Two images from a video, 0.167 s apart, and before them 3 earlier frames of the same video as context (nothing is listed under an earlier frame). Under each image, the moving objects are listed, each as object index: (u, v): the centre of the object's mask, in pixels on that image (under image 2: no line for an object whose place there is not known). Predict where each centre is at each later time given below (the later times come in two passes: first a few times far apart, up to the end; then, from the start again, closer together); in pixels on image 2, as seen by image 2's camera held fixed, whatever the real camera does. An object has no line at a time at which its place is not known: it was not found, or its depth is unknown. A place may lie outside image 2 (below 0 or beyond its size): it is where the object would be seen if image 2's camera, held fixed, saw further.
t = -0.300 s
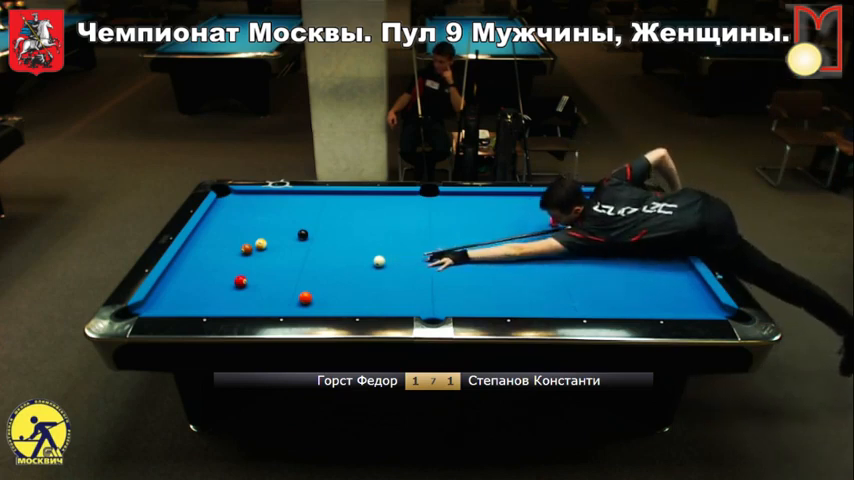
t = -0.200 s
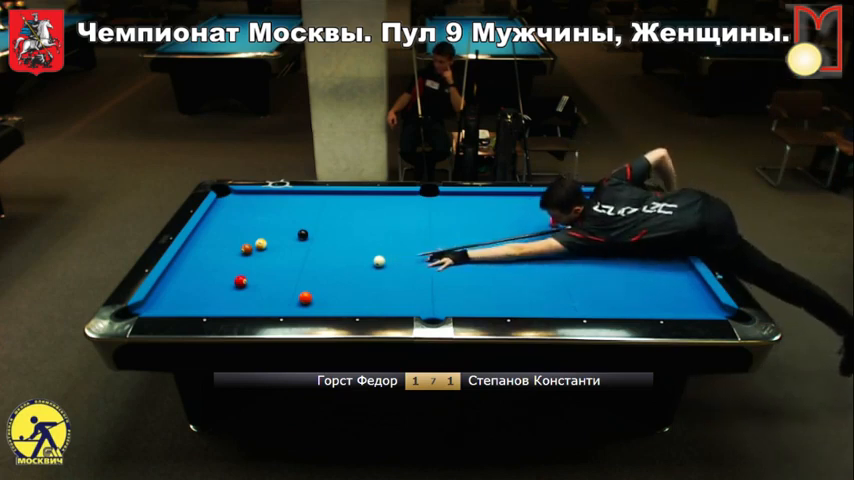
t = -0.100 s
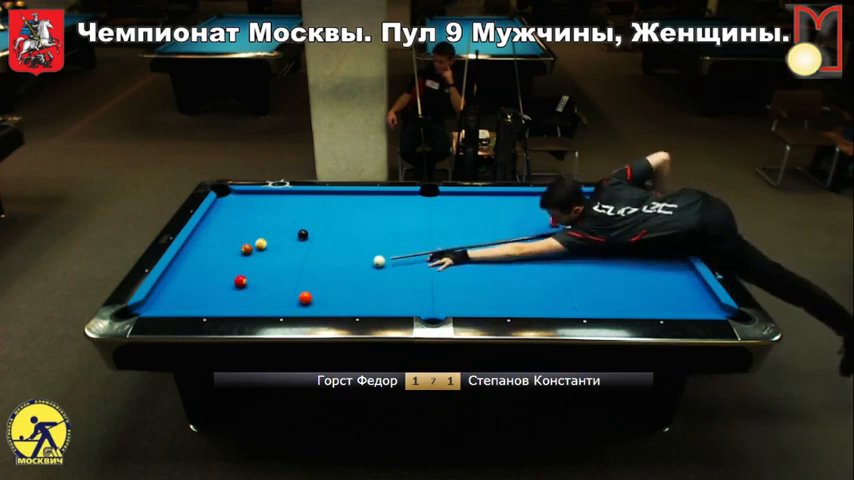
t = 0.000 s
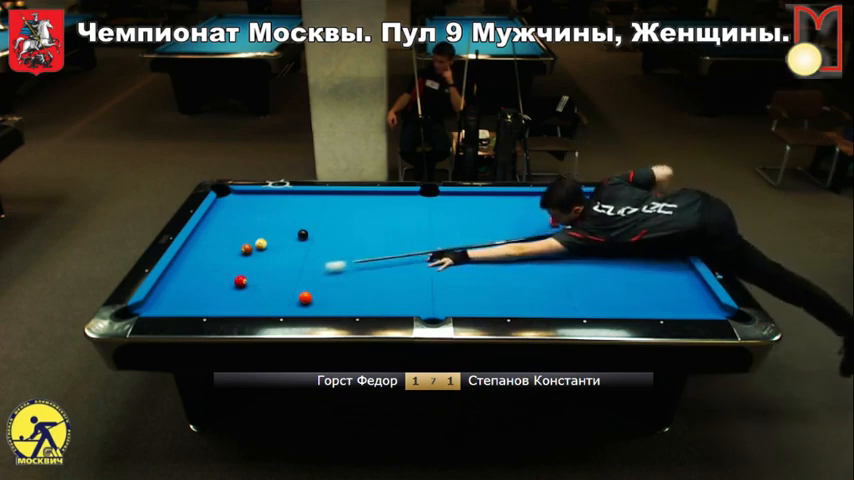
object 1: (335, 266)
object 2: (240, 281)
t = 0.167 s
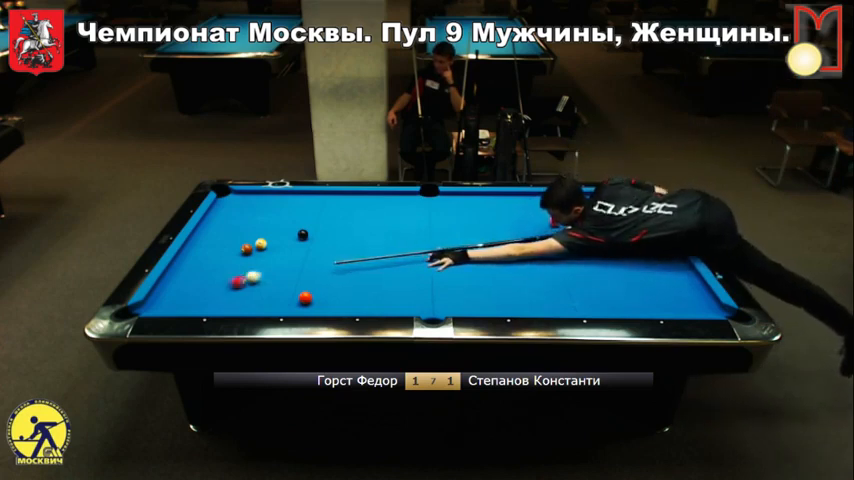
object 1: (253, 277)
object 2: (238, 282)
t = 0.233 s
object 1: (248, 274)
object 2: (207, 290)
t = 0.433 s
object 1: (224, 266)
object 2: (124, 314)
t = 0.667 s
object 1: (187, 261)
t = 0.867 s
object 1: (191, 259)
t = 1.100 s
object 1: (211, 258)
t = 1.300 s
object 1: (227, 258)
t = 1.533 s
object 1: (246, 258)
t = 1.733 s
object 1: (261, 257)
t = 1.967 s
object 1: (278, 257)
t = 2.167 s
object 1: (291, 257)
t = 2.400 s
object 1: (306, 256)
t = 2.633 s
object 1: (320, 256)
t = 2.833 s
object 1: (332, 256)
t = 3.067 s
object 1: (344, 255)
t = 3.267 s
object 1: (353, 255)
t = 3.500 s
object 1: (364, 254)
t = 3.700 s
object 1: (373, 254)
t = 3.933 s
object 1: (382, 254)
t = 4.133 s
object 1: (389, 253)
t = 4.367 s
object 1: (397, 253)
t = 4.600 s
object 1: (404, 252)
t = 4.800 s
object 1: (409, 252)
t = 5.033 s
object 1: (414, 252)
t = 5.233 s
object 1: (418, 252)
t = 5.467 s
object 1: (422, 251)
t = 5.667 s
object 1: (425, 251)
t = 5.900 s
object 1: (427, 251)
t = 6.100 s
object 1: (429, 251)
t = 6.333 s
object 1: (430, 251)
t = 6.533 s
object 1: (431, 252)
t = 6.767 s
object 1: (431, 252)
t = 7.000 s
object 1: (431, 252)
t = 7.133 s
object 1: (431, 251)
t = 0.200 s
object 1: (250, 276)
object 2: (223, 286)
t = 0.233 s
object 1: (248, 274)
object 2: (207, 290)
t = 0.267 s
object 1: (245, 272)
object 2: (192, 295)
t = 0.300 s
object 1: (241, 271)
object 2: (177, 299)
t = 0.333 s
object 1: (238, 269)
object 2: (161, 302)
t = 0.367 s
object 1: (233, 268)
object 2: (146, 306)
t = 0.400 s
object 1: (229, 267)
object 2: (132, 310)
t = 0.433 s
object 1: (224, 266)
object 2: (124, 314)
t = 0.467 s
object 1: (218, 265)
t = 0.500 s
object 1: (213, 264)
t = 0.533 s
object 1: (208, 264)
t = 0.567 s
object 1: (202, 263)
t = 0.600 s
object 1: (197, 262)
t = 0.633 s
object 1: (192, 261)
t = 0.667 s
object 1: (187, 261)
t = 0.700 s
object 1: (182, 260)
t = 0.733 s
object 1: (178, 259)
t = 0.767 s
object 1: (181, 259)
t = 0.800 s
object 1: (185, 259)
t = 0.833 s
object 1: (188, 259)
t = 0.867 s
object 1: (191, 259)
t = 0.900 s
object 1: (194, 259)
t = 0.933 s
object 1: (197, 258)
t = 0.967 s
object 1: (199, 259)
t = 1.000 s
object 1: (202, 259)
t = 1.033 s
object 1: (205, 259)
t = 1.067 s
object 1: (208, 258)
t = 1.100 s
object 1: (211, 258)
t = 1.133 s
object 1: (214, 258)
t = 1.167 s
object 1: (216, 258)
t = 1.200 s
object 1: (219, 258)
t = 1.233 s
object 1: (222, 258)
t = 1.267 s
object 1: (225, 258)
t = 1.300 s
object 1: (227, 258)
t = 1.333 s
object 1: (230, 258)
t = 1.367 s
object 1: (233, 258)
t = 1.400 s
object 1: (235, 258)
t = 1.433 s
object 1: (238, 258)
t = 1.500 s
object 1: (243, 258)
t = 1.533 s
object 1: (246, 258)
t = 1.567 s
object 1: (249, 258)
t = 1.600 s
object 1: (251, 258)
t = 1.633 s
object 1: (254, 258)
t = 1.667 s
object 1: (256, 258)
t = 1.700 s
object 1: (258, 258)
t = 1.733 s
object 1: (261, 257)
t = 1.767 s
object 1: (263, 257)
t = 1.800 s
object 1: (266, 257)
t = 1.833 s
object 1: (268, 257)
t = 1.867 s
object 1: (271, 257)
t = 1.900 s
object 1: (273, 257)
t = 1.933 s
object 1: (276, 257)
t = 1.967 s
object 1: (278, 257)
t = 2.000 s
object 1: (280, 257)
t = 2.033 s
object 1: (282, 257)
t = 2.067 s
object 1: (285, 257)
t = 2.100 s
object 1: (287, 257)
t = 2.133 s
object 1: (289, 257)
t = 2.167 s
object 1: (291, 257)
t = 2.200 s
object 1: (293, 257)
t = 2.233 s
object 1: (296, 257)
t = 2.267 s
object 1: (298, 257)
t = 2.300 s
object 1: (300, 257)
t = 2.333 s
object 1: (302, 257)
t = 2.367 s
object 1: (304, 257)
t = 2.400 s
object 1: (306, 256)
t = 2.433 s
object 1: (308, 256)
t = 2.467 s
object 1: (310, 256)
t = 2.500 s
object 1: (312, 256)
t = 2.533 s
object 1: (314, 256)
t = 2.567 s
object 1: (316, 256)
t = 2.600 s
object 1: (318, 256)
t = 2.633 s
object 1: (320, 256)
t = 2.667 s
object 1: (322, 256)
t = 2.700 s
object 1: (324, 256)
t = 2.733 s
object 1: (326, 256)
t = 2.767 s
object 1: (328, 256)
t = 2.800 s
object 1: (330, 256)
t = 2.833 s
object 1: (332, 256)
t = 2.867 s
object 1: (333, 255)
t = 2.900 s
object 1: (335, 255)
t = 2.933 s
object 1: (337, 255)
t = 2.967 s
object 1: (339, 255)
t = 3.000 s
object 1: (340, 255)
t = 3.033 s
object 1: (342, 255)
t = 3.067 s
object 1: (344, 255)
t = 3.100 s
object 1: (345, 255)
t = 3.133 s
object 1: (347, 255)
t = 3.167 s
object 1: (349, 255)
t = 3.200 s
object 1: (350, 255)
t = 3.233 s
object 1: (352, 255)
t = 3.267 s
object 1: (353, 255)
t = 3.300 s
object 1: (355, 255)
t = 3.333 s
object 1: (357, 255)
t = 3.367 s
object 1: (358, 255)
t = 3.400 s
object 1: (360, 255)
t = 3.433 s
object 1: (361, 254)
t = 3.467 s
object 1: (363, 255)
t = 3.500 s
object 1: (364, 254)
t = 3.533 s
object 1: (366, 254)
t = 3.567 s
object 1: (367, 254)
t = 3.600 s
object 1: (369, 254)
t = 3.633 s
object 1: (370, 254)
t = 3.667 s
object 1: (371, 254)
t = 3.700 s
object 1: (373, 254)
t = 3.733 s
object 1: (374, 254)
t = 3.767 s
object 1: (375, 254)
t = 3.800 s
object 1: (377, 254)
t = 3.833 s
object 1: (378, 254)
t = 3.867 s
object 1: (379, 254)
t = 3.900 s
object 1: (381, 254)
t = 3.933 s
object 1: (382, 254)
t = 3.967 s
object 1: (383, 254)
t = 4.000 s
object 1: (384, 254)
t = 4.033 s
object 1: (386, 254)
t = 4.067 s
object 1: (387, 253)
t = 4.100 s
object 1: (388, 253)
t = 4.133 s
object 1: (389, 253)
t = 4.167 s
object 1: (390, 253)
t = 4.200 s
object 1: (391, 253)
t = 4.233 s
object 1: (392, 253)
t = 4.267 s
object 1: (393, 253)
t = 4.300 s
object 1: (394, 253)
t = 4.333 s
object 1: (395, 253)
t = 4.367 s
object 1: (397, 253)
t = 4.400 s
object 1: (398, 253)
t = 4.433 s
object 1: (399, 253)
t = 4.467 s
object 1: (399, 253)
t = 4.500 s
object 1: (401, 253)
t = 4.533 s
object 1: (402, 253)
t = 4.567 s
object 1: (403, 253)
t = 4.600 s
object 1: (404, 252)
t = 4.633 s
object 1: (404, 252)
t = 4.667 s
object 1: (405, 252)
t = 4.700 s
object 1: (406, 253)
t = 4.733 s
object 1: (407, 252)
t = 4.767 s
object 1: (408, 252)
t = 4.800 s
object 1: (409, 252)
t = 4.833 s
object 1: (409, 252)
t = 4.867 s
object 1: (410, 252)
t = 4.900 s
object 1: (411, 252)
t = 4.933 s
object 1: (412, 252)
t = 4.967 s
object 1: (412, 252)
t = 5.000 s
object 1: (413, 252)
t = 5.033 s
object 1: (414, 252)
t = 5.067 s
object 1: (415, 252)
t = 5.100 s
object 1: (416, 252)
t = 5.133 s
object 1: (416, 252)
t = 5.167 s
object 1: (417, 252)
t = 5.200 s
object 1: (417, 252)
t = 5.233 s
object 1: (418, 252)
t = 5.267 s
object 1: (419, 252)
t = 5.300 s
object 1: (419, 252)
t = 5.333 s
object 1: (420, 251)
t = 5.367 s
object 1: (420, 251)
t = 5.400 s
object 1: (421, 251)
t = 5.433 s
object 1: (422, 251)
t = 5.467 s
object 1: (422, 251)
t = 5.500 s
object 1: (422, 251)
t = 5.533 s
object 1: (423, 251)
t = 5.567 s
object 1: (423, 251)
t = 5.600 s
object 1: (424, 251)
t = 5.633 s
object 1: (424, 251)
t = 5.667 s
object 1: (425, 251)
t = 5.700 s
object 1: (425, 251)
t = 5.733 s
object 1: (425, 251)
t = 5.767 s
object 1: (426, 251)
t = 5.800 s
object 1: (426, 251)
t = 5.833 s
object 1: (427, 251)
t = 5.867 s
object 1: (427, 251)
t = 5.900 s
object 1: (427, 251)
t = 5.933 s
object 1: (428, 251)
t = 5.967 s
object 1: (428, 251)
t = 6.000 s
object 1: (428, 251)
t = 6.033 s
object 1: (429, 251)
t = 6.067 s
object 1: (429, 251)
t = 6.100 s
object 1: (429, 251)
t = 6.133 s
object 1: (429, 251)
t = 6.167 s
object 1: (430, 251)
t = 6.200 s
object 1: (430, 251)
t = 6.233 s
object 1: (430, 251)
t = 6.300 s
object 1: (430, 251)
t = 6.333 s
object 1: (430, 251)
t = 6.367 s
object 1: (431, 252)
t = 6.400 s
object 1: (431, 251)
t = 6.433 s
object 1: (431, 252)
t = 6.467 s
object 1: (431, 252)
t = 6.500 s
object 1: (431, 252)
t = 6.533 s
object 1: (431, 252)
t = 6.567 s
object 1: (431, 252)
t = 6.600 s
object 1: (431, 252)
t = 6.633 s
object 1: (431, 252)
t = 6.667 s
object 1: (431, 252)
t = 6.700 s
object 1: (431, 252)
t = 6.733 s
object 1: (431, 252)
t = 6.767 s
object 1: (431, 252)
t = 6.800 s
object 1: (431, 252)
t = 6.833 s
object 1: (431, 252)
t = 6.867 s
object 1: (431, 252)
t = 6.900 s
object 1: (431, 252)
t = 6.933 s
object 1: (431, 252)
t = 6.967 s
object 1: (431, 252)
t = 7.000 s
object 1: (431, 252)
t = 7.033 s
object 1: (431, 252)
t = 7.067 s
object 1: (431, 252)
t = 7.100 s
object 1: (431, 252)
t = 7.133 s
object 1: (431, 251)
